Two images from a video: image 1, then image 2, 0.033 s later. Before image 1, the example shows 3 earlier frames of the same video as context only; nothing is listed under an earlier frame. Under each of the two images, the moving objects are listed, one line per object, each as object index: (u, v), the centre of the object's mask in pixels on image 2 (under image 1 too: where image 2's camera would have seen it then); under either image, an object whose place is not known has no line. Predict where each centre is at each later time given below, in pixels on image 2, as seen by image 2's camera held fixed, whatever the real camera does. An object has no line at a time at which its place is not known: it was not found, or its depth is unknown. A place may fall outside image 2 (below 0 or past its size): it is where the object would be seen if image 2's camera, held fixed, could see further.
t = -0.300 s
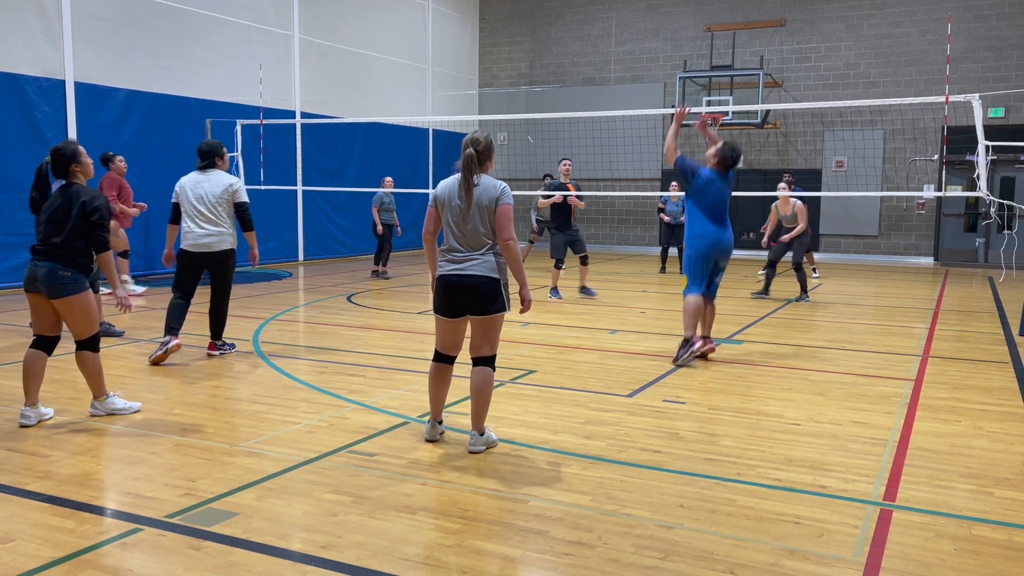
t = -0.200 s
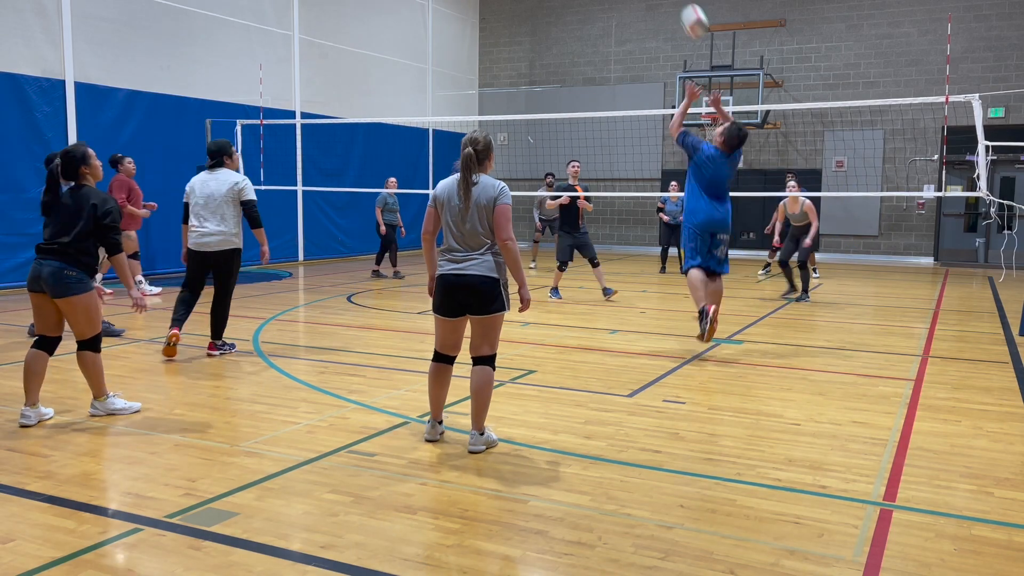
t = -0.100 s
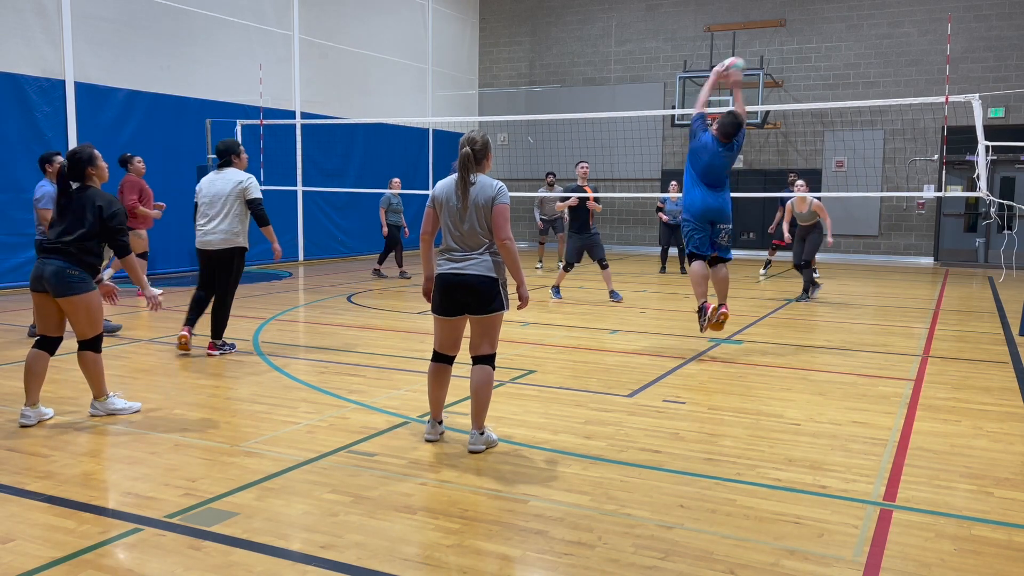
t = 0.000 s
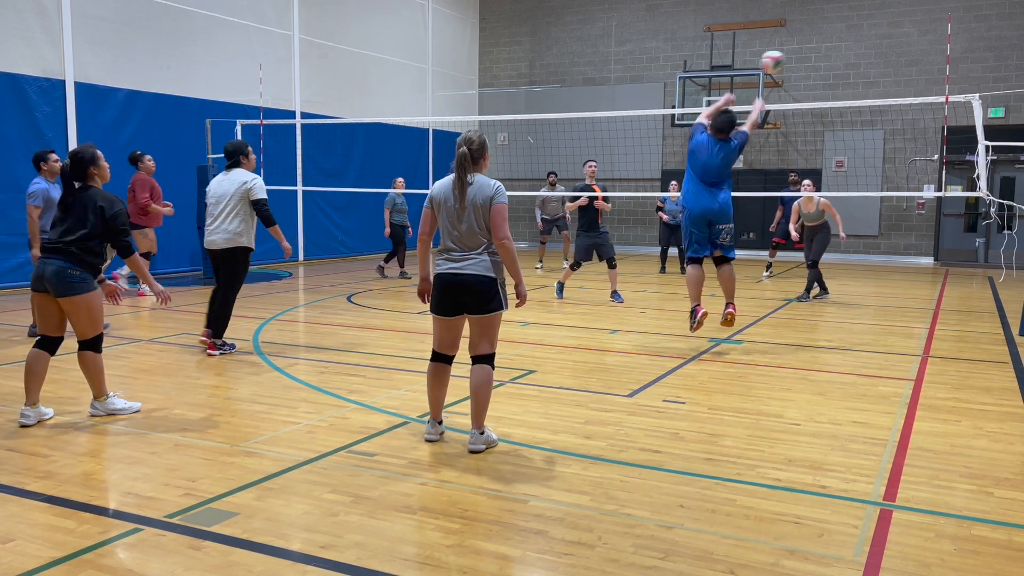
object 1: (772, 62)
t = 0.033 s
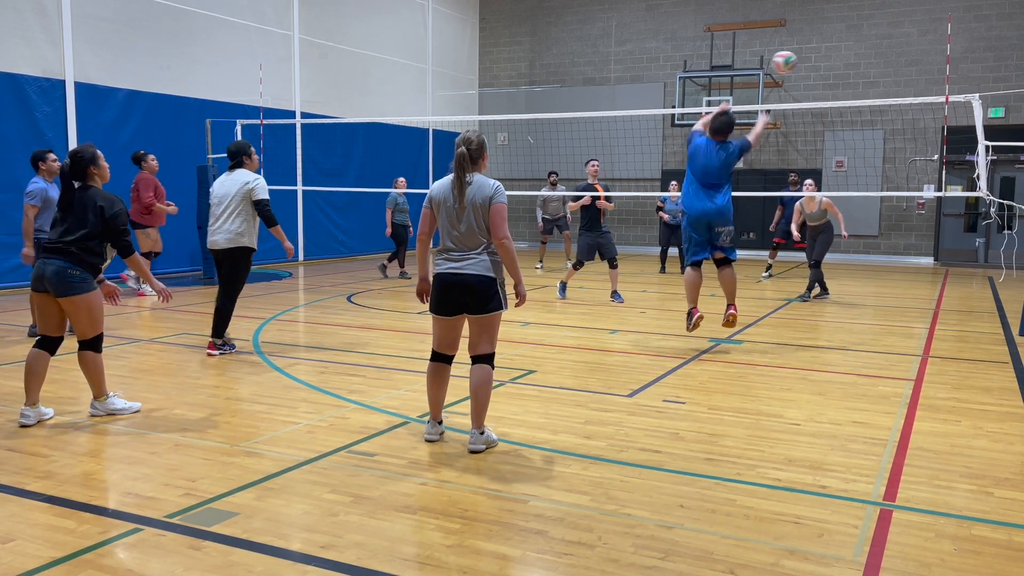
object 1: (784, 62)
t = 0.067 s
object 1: (795, 63)
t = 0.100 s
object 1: (805, 65)
